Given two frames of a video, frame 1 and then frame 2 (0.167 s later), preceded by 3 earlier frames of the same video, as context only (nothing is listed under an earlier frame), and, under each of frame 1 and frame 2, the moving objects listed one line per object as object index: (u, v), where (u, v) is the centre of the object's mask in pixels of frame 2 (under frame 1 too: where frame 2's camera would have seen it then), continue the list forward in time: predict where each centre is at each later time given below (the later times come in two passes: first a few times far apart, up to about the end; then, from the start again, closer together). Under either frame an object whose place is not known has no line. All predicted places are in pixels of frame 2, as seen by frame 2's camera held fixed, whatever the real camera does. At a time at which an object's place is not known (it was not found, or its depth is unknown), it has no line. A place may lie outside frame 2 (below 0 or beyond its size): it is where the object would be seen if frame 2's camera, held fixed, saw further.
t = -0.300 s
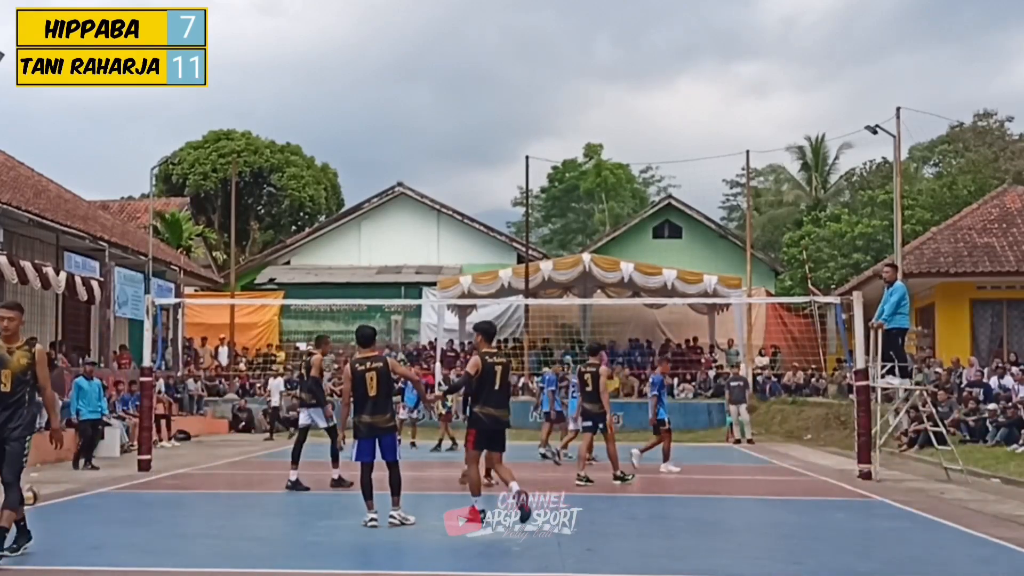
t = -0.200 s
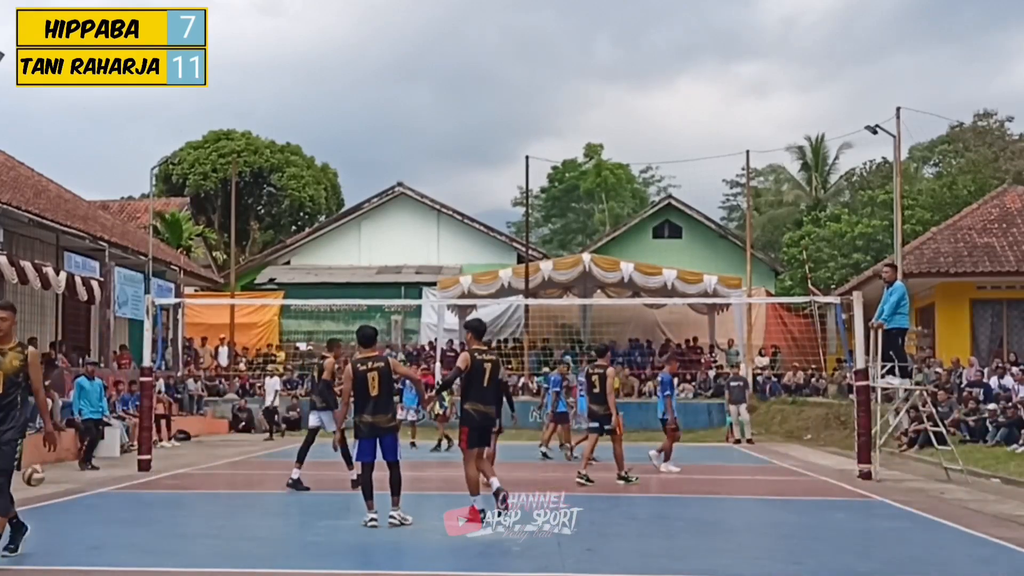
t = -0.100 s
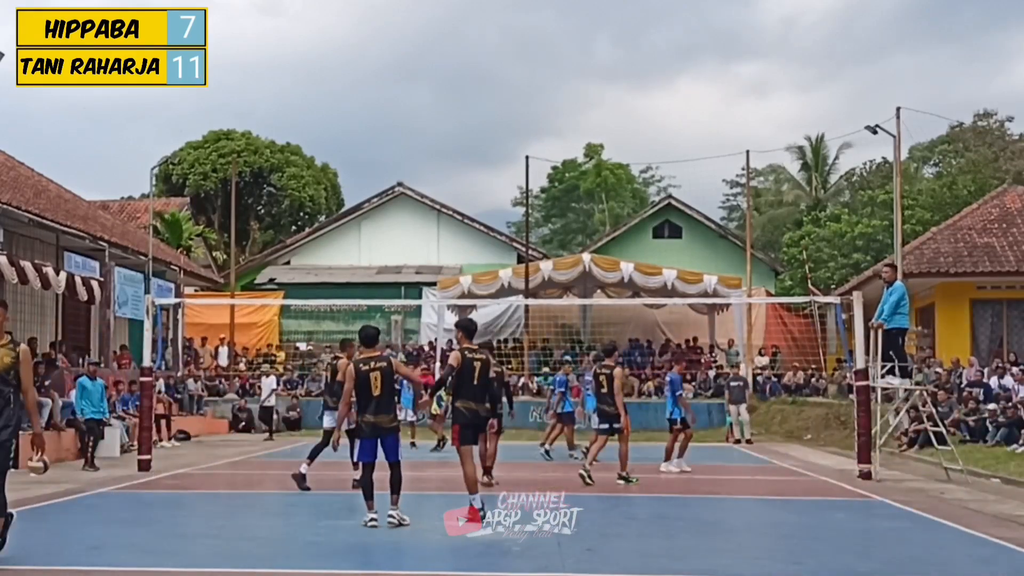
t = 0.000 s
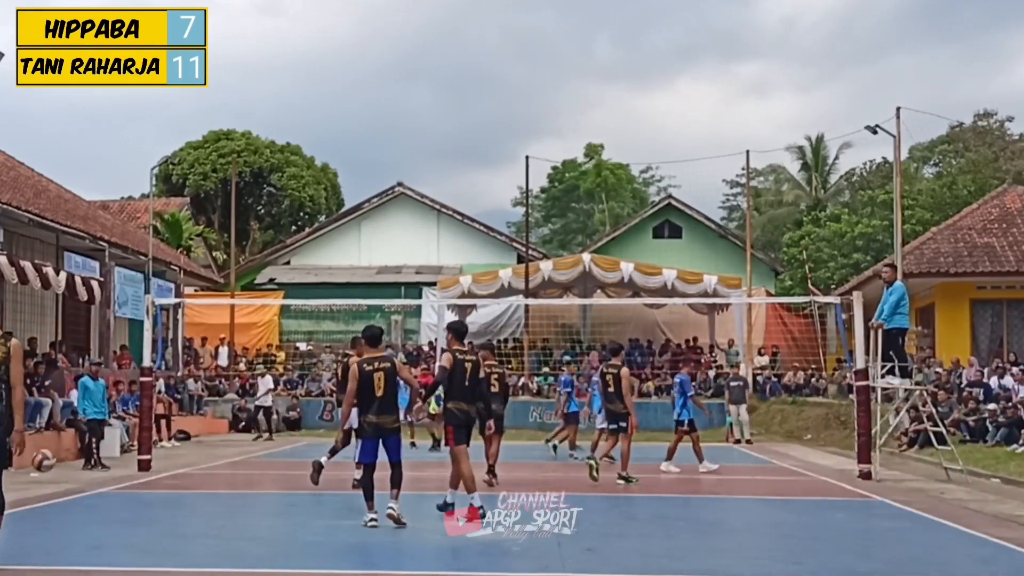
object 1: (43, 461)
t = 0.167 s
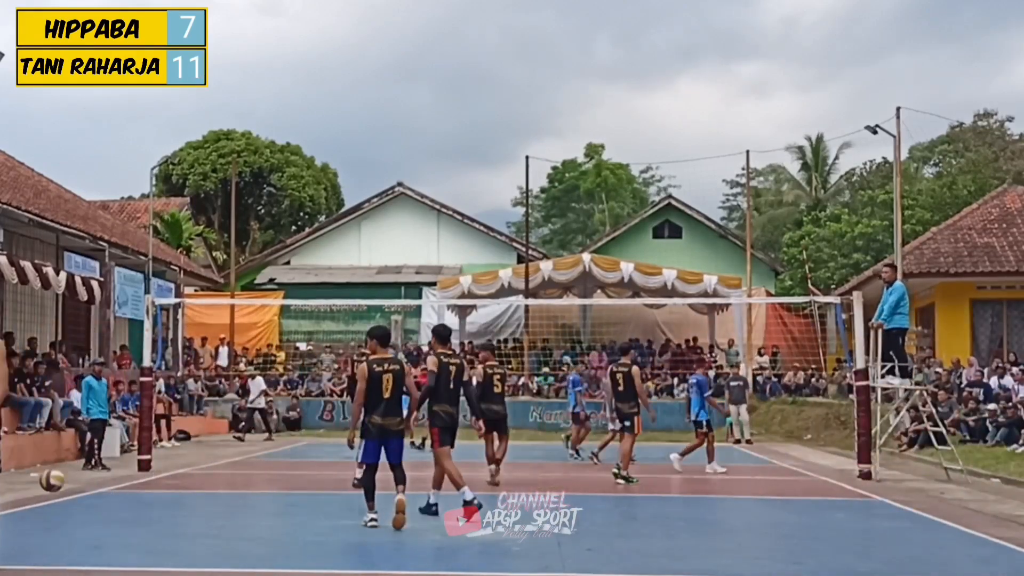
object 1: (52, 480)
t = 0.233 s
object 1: (55, 497)
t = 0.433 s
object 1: (68, 488)
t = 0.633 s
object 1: (82, 491)
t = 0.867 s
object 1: (100, 518)
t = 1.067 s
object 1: (117, 505)
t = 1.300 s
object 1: (138, 552)
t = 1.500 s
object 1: (160, 537)
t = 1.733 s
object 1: (189, 565)
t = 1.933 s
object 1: (218, 561)
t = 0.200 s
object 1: (53, 488)
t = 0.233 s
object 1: (55, 497)
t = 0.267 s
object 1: (57, 508)
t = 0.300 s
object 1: (59, 511)
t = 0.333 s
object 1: (61, 503)
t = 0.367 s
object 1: (63, 497)
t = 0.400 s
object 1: (65, 492)
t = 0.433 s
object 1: (68, 488)
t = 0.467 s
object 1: (70, 486)
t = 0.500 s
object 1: (73, 484)
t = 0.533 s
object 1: (75, 483)
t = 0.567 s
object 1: (78, 485)
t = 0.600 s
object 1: (80, 488)
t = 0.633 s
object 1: (82, 491)
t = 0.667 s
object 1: (84, 497)
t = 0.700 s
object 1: (87, 504)
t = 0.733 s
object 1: (89, 512)
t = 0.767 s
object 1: (92, 522)
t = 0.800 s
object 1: (94, 533)
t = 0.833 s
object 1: (97, 525)
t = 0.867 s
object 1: (100, 518)
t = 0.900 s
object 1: (103, 512)
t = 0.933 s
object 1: (106, 508)
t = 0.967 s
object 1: (109, 505)
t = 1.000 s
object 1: (112, 504)
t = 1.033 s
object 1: (114, 504)
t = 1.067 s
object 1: (117, 505)
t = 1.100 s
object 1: (120, 509)
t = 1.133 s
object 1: (123, 514)
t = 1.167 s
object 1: (126, 520)
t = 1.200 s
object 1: (129, 528)
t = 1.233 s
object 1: (132, 539)
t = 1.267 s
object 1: (135, 551)
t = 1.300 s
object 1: (138, 552)
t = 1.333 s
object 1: (141, 546)
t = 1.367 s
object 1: (145, 541)
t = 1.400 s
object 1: (149, 538)
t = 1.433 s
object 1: (153, 536)
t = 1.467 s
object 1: (157, 536)
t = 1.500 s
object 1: (160, 537)
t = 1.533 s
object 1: (164, 541)
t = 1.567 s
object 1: (168, 546)
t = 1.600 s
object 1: (172, 553)
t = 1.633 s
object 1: (176, 561)
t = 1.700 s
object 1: (185, 568)
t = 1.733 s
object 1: (189, 565)
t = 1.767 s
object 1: (194, 562)
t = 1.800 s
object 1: (198, 560)
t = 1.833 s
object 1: (203, 558)
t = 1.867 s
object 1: (208, 558)
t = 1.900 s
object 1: (213, 559)
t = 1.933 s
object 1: (218, 561)
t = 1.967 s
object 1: (223, 564)
